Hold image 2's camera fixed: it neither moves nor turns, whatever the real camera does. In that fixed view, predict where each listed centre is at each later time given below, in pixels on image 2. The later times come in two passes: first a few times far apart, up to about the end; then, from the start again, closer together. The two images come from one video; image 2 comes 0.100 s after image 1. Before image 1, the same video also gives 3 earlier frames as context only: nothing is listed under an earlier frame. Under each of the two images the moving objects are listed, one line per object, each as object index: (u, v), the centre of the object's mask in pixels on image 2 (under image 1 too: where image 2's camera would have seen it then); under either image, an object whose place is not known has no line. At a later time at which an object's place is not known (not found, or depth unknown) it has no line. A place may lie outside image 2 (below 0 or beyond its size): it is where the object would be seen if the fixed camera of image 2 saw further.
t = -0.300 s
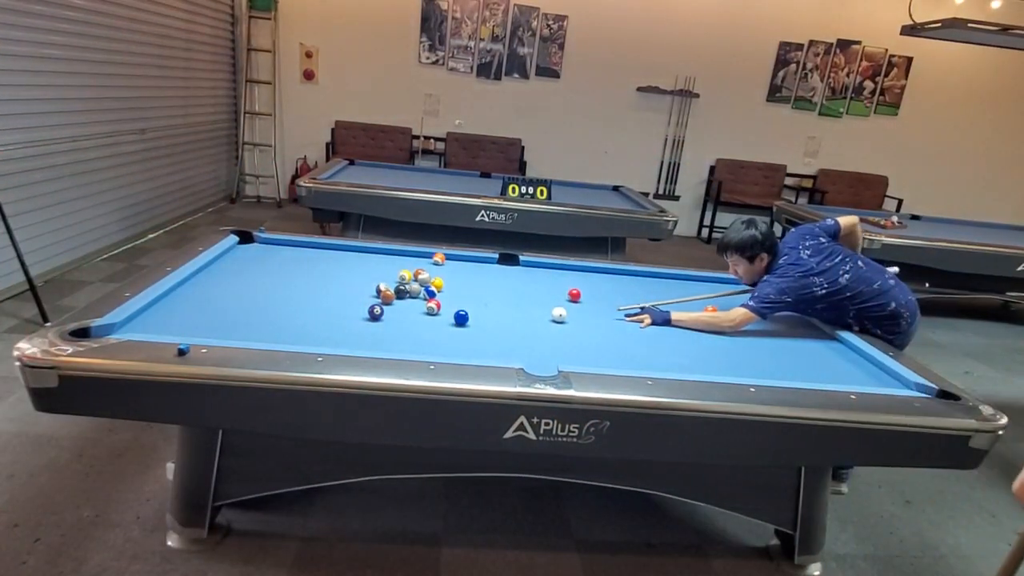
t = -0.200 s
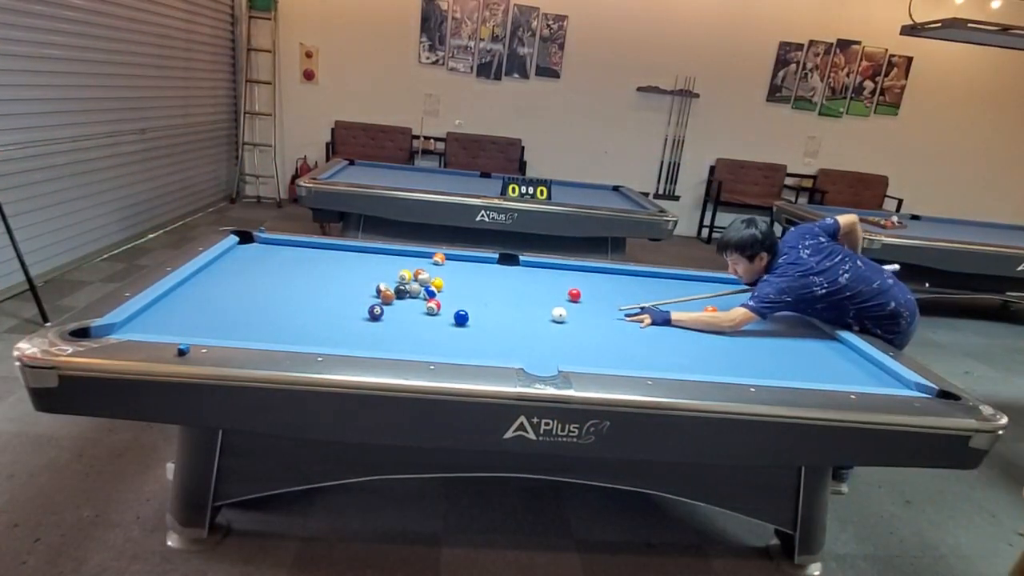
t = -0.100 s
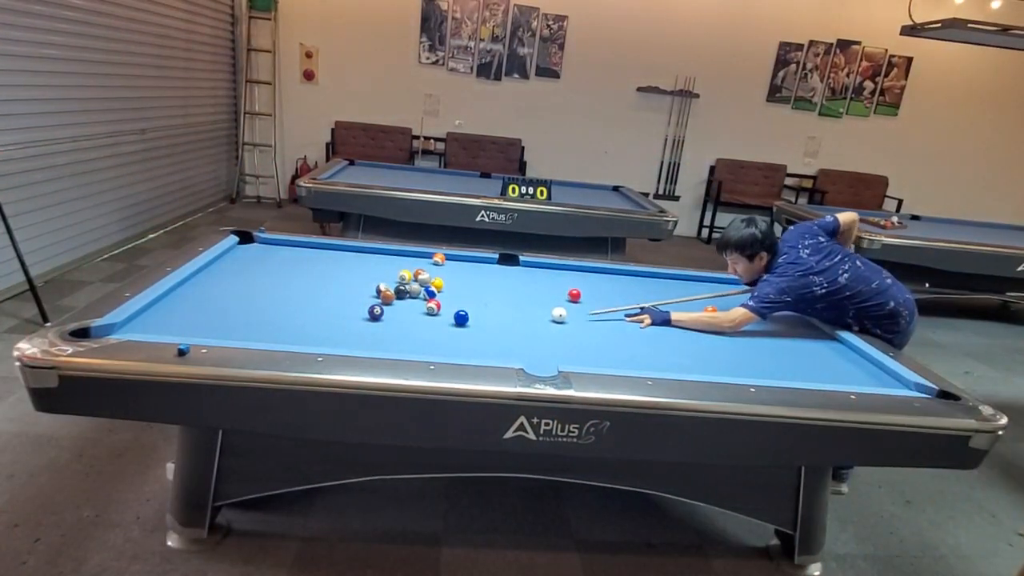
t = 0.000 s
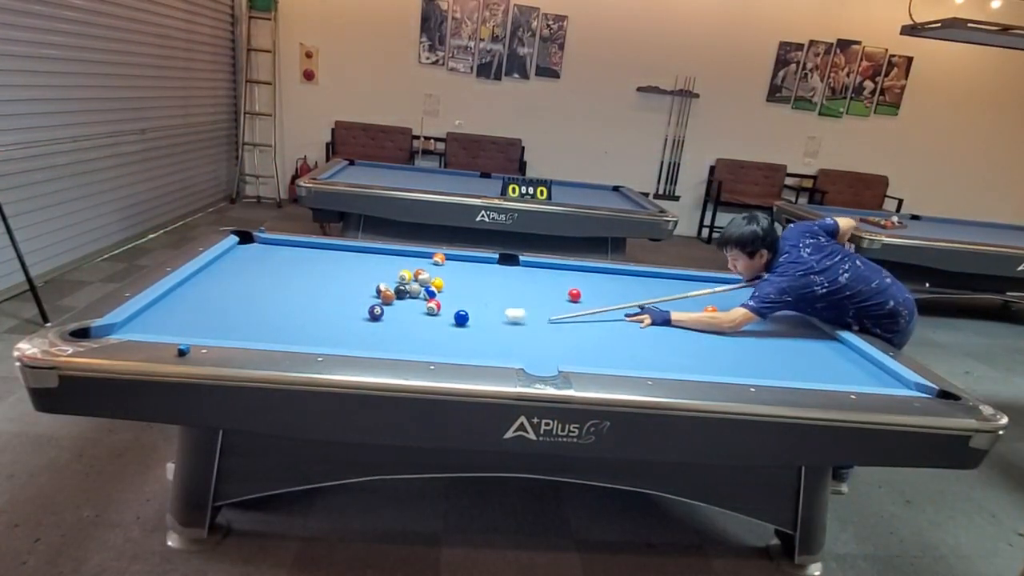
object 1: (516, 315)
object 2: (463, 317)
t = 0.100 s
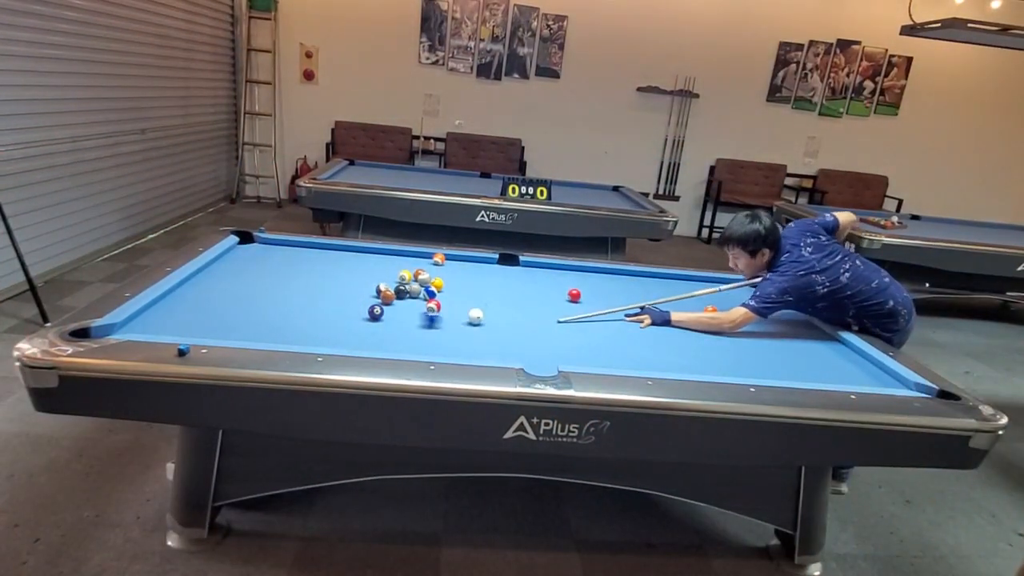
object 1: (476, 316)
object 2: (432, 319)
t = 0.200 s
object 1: (479, 315)
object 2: (363, 323)
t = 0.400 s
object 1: (498, 313)
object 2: (232, 329)
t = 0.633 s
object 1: (520, 311)
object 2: (79, 336)
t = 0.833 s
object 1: (538, 309)
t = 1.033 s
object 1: (554, 308)
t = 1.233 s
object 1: (569, 307)
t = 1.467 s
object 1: (586, 305)
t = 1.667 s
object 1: (598, 303)
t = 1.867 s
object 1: (610, 302)
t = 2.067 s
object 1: (621, 301)
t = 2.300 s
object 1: (633, 300)
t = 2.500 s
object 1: (642, 299)
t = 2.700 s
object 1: (651, 298)
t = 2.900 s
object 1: (658, 297)
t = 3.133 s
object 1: (666, 297)
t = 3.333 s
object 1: (672, 296)
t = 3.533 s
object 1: (677, 295)
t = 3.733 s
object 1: (682, 295)
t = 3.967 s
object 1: (686, 294)
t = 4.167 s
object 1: (689, 294)
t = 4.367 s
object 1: (691, 293)
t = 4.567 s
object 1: (693, 293)
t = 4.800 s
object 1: (695, 292)
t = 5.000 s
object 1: (696, 292)
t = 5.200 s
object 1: (697, 292)
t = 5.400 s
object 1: (697, 292)
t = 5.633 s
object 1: (697, 292)
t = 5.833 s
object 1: (697, 292)
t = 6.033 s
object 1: (697, 292)
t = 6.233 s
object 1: (697, 292)
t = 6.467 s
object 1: (697, 292)
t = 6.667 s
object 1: (697, 292)
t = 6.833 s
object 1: (697, 292)
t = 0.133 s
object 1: (476, 316)
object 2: (409, 321)
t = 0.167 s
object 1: (477, 316)
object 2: (388, 322)
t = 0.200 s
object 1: (479, 315)
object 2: (363, 323)
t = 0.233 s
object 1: (481, 315)
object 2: (341, 324)
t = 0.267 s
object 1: (485, 315)
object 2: (319, 325)
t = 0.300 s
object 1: (488, 314)
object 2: (297, 326)
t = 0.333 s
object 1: (492, 314)
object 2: (276, 326)
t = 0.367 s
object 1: (495, 314)
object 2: (254, 328)
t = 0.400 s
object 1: (498, 313)
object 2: (232, 329)
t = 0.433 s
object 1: (501, 313)
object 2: (210, 329)
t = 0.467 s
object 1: (505, 313)
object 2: (188, 329)
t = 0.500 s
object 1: (508, 312)
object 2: (163, 328)
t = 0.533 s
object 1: (511, 312)
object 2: (139, 329)
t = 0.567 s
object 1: (514, 312)
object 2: (110, 330)
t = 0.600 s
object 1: (517, 311)
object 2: (87, 332)
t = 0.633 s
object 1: (520, 311)
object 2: (79, 336)
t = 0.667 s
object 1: (524, 311)
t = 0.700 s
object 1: (526, 311)
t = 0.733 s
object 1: (529, 310)
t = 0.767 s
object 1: (532, 310)
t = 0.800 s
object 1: (535, 310)
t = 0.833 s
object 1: (538, 309)
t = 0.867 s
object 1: (541, 309)
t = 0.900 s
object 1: (543, 309)
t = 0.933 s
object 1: (546, 309)
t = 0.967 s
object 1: (549, 308)
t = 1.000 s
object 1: (552, 308)
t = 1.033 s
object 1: (554, 308)
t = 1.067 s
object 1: (557, 308)
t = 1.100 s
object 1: (559, 307)
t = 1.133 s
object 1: (562, 307)
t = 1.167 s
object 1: (564, 307)
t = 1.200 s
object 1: (567, 307)
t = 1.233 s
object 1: (569, 307)
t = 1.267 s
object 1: (572, 306)
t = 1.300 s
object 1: (574, 306)
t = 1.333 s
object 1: (576, 306)
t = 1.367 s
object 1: (578, 305)
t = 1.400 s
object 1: (581, 305)
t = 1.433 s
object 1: (583, 305)
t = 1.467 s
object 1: (586, 305)
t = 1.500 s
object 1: (588, 305)
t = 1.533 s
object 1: (590, 304)
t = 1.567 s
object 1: (592, 304)
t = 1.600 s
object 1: (594, 304)
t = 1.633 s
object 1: (596, 304)
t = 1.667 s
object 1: (598, 303)
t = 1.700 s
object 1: (600, 303)
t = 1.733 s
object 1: (602, 303)
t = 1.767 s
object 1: (604, 303)
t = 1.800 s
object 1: (606, 303)
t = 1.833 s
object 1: (608, 303)
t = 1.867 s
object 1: (610, 302)
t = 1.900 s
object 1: (612, 302)
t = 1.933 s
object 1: (614, 302)
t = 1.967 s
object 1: (616, 302)
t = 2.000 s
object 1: (618, 302)
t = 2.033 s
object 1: (620, 302)
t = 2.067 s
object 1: (621, 301)
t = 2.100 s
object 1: (623, 301)
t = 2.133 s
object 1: (625, 301)
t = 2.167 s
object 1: (626, 301)
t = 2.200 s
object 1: (628, 301)
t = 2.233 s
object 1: (630, 300)
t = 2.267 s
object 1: (631, 300)
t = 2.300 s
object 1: (633, 300)
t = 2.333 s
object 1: (635, 300)
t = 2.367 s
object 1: (636, 300)
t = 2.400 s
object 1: (638, 300)
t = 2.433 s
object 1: (639, 299)
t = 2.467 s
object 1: (641, 299)
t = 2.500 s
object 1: (642, 299)
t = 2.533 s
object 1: (644, 299)
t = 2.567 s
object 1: (645, 299)
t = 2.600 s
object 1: (647, 299)
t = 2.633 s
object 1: (648, 299)
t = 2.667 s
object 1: (649, 299)
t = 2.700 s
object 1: (651, 298)
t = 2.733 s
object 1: (652, 298)
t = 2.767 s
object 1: (653, 298)
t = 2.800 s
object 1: (654, 298)
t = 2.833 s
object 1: (656, 298)
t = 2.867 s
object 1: (657, 298)
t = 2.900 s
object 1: (658, 297)
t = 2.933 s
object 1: (659, 297)
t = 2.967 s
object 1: (660, 297)
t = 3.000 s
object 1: (661, 297)
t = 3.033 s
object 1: (663, 297)
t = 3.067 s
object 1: (664, 297)
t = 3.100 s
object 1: (665, 297)
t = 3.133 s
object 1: (666, 297)
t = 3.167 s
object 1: (667, 296)
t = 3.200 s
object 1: (668, 296)
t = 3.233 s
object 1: (669, 296)
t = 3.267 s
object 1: (670, 296)
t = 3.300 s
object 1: (671, 296)
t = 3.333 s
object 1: (672, 296)
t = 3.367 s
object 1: (672, 296)
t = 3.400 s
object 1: (673, 296)
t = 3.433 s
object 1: (674, 296)
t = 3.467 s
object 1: (675, 296)
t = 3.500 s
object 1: (676, 295)
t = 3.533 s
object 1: (677, 295)
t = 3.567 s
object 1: (678, 295)
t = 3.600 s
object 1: (679, 295)
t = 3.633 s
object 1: (679, 295)
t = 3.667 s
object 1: (680, 295)
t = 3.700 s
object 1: (681, 295)
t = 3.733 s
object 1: (682, 295)
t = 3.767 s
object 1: (682, 295)
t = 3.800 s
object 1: (683, 295)
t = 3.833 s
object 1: (684, 295)
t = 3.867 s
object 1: (684, 295)
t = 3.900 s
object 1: (685, 294)
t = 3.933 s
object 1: (685, 294)
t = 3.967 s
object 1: (686, 294)
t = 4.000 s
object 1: (686, 294)
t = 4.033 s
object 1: (687, 294)
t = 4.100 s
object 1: (688, 294)
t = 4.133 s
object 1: (688, 294)
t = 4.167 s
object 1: (689, 294)
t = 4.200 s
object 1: (689, 294)
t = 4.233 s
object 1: (690, 294)
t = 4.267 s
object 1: (690, 293)
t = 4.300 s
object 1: (691, 293)
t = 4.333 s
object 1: (691, 293)
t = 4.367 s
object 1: (691, 293)
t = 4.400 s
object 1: (692, 293)
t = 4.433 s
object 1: (692, 293)
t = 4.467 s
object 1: (692, 293)
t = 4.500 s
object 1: (693, 293)
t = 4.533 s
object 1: (693, 293)
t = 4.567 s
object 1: (693, 293)
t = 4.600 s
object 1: (694, 293)
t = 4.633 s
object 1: (694, 293)
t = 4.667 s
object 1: (694, 292)
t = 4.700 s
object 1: (694, 292)
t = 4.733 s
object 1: (695, 293)
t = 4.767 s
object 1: (695, 292)
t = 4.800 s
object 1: (695, 292)
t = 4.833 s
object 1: (695, 292)
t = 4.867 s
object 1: (695, 292)
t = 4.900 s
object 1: (696, 292)
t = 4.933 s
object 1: (696, 292)
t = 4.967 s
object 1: (696, 292)
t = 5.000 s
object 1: (696, 292)
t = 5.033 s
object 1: (696, 292)
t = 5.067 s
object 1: (696, 292)
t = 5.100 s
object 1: (697, 292)
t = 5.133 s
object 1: (696, 292)
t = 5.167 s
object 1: (697, 292)
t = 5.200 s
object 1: (697, 292)
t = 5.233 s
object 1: (697, 292)
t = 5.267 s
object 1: (697, 292)
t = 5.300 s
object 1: (697, 292)
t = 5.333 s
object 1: (697, 292)
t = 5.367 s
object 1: (697, 292)
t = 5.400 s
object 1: (697, 292)
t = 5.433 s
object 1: (697, 292)
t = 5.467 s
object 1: (697, 292)
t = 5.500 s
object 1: (697, 292)
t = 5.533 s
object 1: (697, 292)
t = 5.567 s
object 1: (697, 292)
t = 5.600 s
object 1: (697, 292)
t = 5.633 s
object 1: (697, 292)
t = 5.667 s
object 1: (697, 292)
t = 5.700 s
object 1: (697, 292)
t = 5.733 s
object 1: (697, 292)
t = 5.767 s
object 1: (697, 292)
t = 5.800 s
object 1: (697, 292)
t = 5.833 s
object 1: (697, 292)
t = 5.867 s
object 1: (697, 292)
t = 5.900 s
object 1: (697, 292)
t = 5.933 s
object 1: (697, 292)
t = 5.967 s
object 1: (697, 292)
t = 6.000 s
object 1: (697, 292)
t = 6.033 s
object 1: (697, 292)
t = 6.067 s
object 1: (697, 292)
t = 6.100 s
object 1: (697, 292)
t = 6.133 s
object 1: (697, 292)
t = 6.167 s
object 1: (697, 292)
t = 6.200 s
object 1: (697, 292)
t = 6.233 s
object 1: (697, 292)
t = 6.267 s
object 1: (697, 292)
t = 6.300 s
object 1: (697, 292)
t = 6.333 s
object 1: (697, 292)
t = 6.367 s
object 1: (697, 292)
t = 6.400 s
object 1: (697, 292)
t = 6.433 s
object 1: (697, 292)
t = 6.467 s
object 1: (697, 292)
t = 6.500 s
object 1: (697, 292)
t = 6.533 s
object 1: (697, 292)
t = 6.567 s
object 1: (697, 292)
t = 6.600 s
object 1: (697, 292)
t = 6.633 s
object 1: (697, 292)
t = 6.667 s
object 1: (697, 292)
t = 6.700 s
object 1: (697, 292)
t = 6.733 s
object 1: (697, 292)
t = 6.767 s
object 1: (697, 292)
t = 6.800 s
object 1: (697, 292)
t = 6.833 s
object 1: (697, 292)
